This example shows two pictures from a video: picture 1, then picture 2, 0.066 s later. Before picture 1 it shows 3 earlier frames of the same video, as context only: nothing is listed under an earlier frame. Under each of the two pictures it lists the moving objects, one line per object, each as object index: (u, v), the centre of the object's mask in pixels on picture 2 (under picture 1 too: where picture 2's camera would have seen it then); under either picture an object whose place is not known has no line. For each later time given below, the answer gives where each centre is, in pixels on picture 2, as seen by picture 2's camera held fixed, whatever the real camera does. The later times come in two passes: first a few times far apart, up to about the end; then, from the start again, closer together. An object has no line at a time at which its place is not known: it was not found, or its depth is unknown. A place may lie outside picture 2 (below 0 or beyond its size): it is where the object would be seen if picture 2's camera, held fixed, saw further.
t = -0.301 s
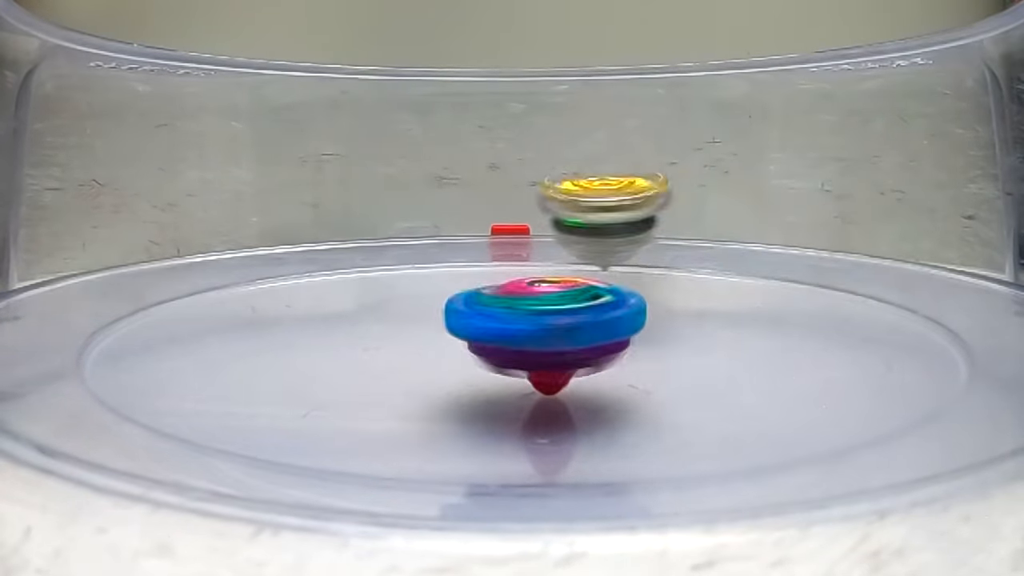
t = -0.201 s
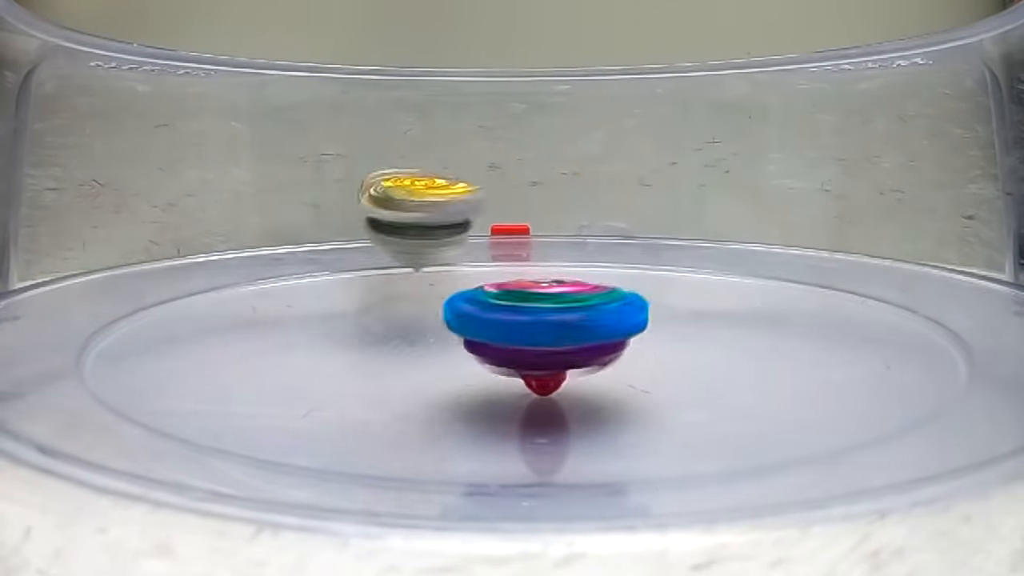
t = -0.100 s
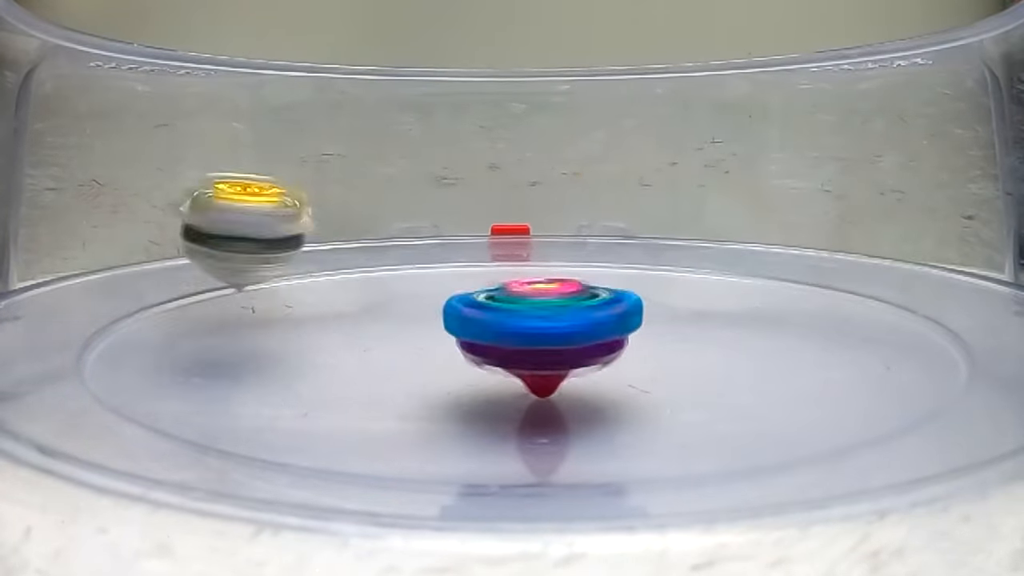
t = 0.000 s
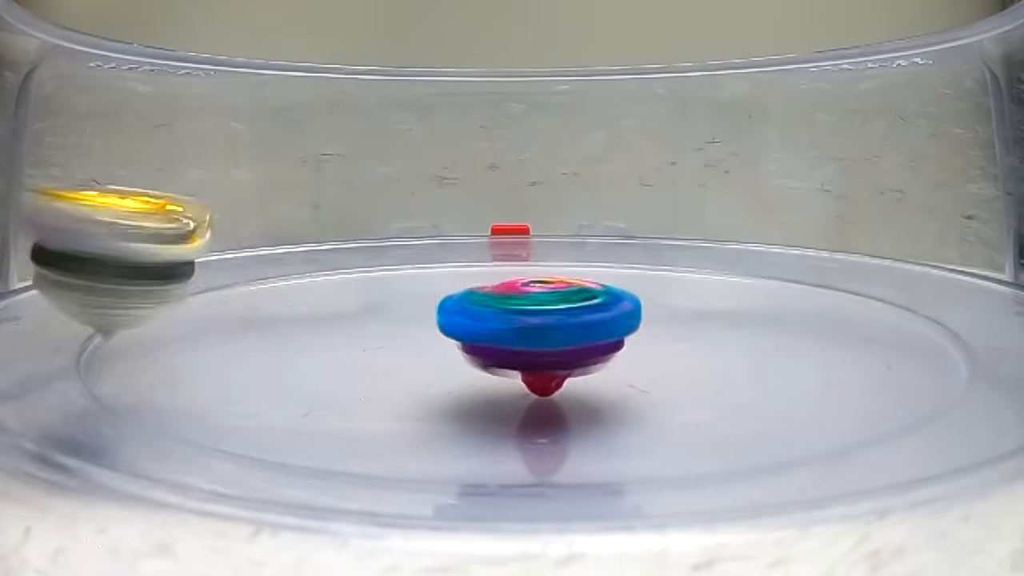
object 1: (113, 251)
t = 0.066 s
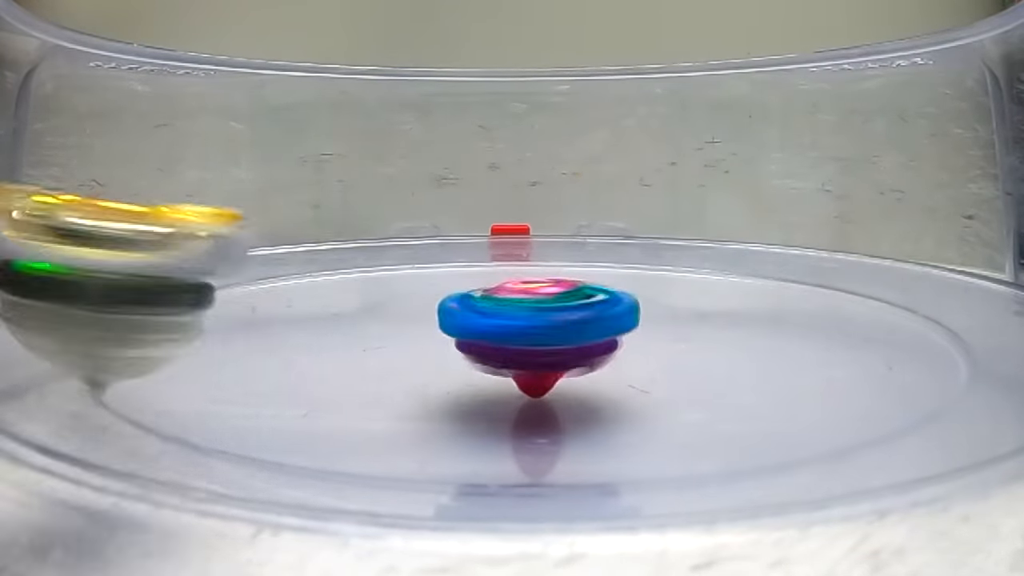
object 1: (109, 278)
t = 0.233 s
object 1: (781, 304)
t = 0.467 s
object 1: (840, 230)
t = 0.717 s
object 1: (405, 216)
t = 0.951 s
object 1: (97, 265)
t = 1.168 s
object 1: (827, 299)
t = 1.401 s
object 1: (812, 229)
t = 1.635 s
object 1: (400, 216)
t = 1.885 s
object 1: (100, 272)
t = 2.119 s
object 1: (899, 292)
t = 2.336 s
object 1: (799, 226)
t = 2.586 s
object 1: (365, 218)
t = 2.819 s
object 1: (103, 276)
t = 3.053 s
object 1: (899, 289)
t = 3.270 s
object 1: (798, 225)
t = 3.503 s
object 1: (390, 217)
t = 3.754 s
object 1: (100, 271)
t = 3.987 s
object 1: (894, 295)
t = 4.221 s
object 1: (796, 225)
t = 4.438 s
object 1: (435, 214)
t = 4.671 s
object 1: (108, 257)
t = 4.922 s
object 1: (792, 303)
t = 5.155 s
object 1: (850, 232)
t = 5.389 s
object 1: (475, 213)
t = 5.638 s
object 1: (113, 251)
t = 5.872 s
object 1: (684, 306)
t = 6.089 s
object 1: (902, 241)
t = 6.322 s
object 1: (558, 215)
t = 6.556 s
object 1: (180, 234)
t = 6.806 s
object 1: (430, 312)
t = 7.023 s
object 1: (940, 259)
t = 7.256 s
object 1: (646, 215)
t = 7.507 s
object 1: (233, 226)
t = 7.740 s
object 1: (189, 295)
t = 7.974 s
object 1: (936, 276)
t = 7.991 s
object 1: (939, 267)
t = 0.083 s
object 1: (123, 286)
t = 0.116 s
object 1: (202, 297)
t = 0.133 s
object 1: (256, 304)
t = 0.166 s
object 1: (423, 311)
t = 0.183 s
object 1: (519, 313)
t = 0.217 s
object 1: (691, 309)
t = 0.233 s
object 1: (781, 304)
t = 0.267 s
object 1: (876, 294)
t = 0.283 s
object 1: (909, 288)
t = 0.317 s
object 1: (933, 278)
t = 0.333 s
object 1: (940, 270)
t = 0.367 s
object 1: (941, 258)
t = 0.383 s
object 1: (934, 251)
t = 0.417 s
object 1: (904, 242)
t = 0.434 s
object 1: (884, 238)
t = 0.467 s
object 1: (840, 230)
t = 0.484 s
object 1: (813, 227)
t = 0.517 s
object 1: (763, 223)
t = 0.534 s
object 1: (732, 220)
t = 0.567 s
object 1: (678, 217)
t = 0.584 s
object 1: (646, 215)
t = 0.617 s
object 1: (588, 214)
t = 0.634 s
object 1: (555, 212)
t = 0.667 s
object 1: (495, 213)
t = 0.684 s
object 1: (464, 213)
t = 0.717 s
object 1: (405, 216)
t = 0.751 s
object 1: (342, 220)
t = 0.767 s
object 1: (315, 221)
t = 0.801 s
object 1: (257, 226)
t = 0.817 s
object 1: (232, 228)
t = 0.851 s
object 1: (179, 235)
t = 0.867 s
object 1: (160, 240)
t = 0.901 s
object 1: (122, 248)
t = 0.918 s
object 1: (109, 255)
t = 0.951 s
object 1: (97, 265)
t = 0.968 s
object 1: (99, 275)
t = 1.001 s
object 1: (132, 285)
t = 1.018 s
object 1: (159, 292)
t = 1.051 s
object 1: (250, 301)
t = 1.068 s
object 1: (337, 309)
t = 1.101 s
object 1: (500, 309)
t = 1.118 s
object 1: (592, 312)
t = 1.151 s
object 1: (773, 305)
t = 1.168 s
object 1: (827, 299)
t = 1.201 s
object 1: (904, 290)
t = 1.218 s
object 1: (926, 286)
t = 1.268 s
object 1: (941, 265)
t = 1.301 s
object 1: (935, 251)
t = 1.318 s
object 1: (919, 248)
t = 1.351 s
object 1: (884, 238)
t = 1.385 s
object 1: (836, 230)
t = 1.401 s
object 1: (812, 229)
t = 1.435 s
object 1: (758, 221)
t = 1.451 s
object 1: (732, 221)
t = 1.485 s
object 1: (675, 216)
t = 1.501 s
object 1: (644, 215)
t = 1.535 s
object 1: (585, 213)
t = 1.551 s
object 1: (554, 214)
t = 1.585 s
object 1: (494, 215)
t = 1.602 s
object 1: (462, 214)
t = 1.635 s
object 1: (400, 216)
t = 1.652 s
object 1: (373, 218)
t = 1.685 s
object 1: (312, 220)
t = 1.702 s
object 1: (283, 223)
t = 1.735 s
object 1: (230, 228)
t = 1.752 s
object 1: (204, 230)
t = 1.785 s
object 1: (161, 239)
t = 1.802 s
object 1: (139, 243)
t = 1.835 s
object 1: (111, 256)
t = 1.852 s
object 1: (100, 257)
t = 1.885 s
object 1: (100, 272)
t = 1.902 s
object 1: (108, 279)
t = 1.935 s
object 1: (151, 291)
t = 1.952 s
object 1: (200, 297)
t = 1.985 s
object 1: (313, 304)
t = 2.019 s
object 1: (490, 316)
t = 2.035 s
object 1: (593, 310)
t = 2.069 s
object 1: (750, 305)
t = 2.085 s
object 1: (810, 300)
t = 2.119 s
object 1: (899, 292)
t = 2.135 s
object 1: (922, 286)
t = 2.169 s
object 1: (934, 274)
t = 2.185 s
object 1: (940, 266)
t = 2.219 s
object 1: (937, 254)
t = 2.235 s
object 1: (925, 248)
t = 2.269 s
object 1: (888, 239)
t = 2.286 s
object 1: (870, 237)
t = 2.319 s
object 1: (825, 228)
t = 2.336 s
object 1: (799, 226)
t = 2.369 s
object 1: (749, 221)
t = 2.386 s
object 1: (720, 219)
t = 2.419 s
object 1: (661, 217)
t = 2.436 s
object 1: (634, 215)
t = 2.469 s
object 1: (574, 214)
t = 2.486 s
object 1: (540, 213)
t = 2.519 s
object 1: (485, 215)
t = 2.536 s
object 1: (453, 213)
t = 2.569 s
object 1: (391, 215)
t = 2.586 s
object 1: (365, 218)
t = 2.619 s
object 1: (304, 220)
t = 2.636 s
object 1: (274, 223)
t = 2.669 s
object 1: (225, 228)
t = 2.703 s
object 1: (173, 235)
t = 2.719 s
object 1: (152, 240)
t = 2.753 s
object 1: (121, 249)
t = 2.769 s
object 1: (104, 254)
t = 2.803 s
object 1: (98, 266)
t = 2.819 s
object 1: (103, 276)
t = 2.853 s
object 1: (128, 284)
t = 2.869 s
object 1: (161, 293)
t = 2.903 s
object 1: (271, 304)
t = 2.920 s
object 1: (344, 306)
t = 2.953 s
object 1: (504, 311)
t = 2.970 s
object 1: (592, 310)
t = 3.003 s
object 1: (772, 304)
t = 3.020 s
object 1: (833, 299)
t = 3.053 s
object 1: (899, 289)
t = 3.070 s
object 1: (915, 287)
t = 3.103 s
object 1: (937, 272)
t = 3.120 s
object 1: (942, 267)
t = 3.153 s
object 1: (939, 254)
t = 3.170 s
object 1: (925, 248)
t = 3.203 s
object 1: (889, 240)
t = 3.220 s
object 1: (868, 236)
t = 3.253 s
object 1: (824, 229)
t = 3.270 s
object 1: (798, 225)
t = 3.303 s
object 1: (742, 221)
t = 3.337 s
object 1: (692, 216)
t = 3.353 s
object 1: (661, 215)
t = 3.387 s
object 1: (601, 214)
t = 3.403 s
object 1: (570, 216)
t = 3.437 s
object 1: (514, 214)
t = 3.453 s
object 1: (483, 214)
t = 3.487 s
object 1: (422, 214)
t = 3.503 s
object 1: (390, 217)
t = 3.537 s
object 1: (336, 220)
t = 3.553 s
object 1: (307, 220)
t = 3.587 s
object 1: (250, 225)
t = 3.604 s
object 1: (226, 229)
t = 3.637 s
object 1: (179, 235)
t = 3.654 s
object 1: (157, 240)
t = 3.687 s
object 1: (123, 248)
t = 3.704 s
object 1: (106, 254)
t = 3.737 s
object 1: (96, 265)
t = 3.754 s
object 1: (100, 271)
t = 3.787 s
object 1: (128, 285)
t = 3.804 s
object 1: (157, 289)
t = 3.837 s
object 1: (246, 303)
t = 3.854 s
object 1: (302, 303)
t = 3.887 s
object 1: (461, 308)
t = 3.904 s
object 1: (553, 314)
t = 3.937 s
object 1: (738, 309)
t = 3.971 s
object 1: (857, 295)
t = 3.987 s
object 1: (894, 295)
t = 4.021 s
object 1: (926, 282)
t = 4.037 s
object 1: (934, 273)
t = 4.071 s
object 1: (943, 266)
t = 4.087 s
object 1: (940, 257)
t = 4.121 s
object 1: (919, 248)
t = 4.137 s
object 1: (906, 245)
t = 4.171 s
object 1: (865, 233)
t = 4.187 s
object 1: (844, 231)
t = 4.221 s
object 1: (796, 225)
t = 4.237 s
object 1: (769, 223)
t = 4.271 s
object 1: (719, 219)
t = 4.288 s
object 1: (692, 216)
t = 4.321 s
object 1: (634, 213)
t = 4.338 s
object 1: (605, 214)
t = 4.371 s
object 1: (546, 214)
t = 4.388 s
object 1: (519, 215)
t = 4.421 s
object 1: (462, 214)
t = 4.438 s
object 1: (435, 214)
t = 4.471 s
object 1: (376, 216)
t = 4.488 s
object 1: (347, 217)
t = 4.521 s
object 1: (294, 222)
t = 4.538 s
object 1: (269, 225)
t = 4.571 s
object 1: (218, 230)
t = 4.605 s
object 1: (170, 236)
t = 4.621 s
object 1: (151, 240)
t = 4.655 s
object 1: (118, 250)
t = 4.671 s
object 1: (108, 257)
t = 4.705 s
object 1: (97, 266)
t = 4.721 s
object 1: (100, 273)
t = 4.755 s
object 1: (126, 285)
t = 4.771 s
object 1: (157, 291)
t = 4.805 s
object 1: (249, 302)
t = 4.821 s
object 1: (318, 304)
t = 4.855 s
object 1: (481, 310)
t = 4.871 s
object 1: (569, 310)
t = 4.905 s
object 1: (729, 305)
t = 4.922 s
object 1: (792, 303)
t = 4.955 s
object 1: (885, 292)
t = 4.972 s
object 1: (909, 288)
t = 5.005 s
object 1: (935, 280)
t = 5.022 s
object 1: (941, 270)
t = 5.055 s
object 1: (940, 257)
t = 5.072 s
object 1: (937, 252)
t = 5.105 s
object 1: (909, 245)
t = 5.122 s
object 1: (891, 240)
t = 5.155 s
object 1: (850, 232)
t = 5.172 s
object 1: (827, 228)
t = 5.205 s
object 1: (779, 222)
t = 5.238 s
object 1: (726, 219)
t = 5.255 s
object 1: (700, 218)
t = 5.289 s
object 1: (646, 216)
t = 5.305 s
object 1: (619, 215)
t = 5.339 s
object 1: (562, 214)
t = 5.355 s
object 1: (532, 214)
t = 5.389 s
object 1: (475, 213)
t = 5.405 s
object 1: (448, 214)
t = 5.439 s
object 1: (391, 216)
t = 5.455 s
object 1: (360, 216)
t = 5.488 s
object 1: (307, 222)
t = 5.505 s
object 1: (282, 223)
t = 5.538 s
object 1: (232, 228)
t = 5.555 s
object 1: (207, 231)
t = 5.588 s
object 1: (164, 239)
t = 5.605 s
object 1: (144, 242)
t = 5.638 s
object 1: (113, 251)
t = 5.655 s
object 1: (103, 256)
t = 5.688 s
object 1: (100, 268)
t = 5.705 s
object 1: (105, 276)
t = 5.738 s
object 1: (140, 289)
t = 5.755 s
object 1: (177, 293)
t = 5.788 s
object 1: (279, 303)
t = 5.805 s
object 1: (348, 306)
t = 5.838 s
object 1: (513, 308)
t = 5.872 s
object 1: (684, 306)
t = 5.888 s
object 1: (756, 303)
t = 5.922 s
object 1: (864, 296)
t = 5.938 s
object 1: (896, 290)
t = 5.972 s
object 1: (930, 280)
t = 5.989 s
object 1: (939, 275)
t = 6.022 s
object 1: (942, 264)
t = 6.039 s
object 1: (939, 256)
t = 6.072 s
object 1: (919, 246)
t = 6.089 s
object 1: (902, 241)
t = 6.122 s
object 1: (864, 233)
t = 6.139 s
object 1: (844, 231)
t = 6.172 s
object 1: (796, 225)
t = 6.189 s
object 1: (771, 223)
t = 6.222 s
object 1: (719, 218)
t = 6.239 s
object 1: (694, 218)
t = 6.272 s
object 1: (640, 216)
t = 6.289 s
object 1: (613, 215)
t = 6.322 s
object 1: (558, 215)
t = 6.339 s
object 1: (530, 215)
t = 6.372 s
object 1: (474, 213)
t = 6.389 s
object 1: (445, 214)
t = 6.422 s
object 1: (388, 215)
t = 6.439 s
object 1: (359, 216)
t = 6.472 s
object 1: (305, 219)
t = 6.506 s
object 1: (252, 224)
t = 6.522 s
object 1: (228, 227)
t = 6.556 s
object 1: (180, 234)
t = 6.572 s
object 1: (160, 238)
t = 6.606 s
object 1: (126, 247)
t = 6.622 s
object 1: (114, 252)
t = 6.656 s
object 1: (97, 262)
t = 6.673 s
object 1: (97, 269)
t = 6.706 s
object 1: (118, 281)
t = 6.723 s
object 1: (144, 286)
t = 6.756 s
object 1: (221, 300)
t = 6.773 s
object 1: (274, 303)
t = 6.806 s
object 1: (430, 312)
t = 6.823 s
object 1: (518, 312)
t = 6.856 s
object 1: (689, 308)
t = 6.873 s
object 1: (764, 305)
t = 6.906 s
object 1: (865, 298)
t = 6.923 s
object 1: (897, 294)
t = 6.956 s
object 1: (929, 283)
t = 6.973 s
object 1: (936, 276)
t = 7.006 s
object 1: (942, 264)
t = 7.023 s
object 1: (940, 259)
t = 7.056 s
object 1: (922, 247)
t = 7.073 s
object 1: (904, 242)
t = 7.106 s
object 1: (867, 234)
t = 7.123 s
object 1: (846, 231)
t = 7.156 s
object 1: (801, 225)
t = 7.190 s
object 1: (753, 221)
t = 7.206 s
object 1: (726, 218)
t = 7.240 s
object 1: (672, 216)
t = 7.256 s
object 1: (646, 215)
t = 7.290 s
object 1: (589, 214)
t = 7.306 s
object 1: (561, 212)
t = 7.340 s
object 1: (505, 212)
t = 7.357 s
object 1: (477, 213)
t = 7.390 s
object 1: (421, 214)
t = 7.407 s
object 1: (393, 215)
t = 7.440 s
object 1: (338, 217)
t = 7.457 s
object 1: (311, 219)
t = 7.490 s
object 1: (257, 224)
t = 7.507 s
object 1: (233, 226)
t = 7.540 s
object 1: (188, 233)
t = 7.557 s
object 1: (167, 237)
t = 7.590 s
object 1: (131, 246)
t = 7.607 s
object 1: (117, 250)
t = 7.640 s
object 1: (100, 260)
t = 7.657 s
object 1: (97, 266)
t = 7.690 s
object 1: (110, 279)
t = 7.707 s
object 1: (126, 283)
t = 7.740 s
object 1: (189, 295)
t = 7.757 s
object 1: (236, 299)
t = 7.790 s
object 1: (376, 307)
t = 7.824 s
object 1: (552, 310)
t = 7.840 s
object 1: (642, 308)
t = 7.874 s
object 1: (785, 303)
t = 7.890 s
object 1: (838, 299)
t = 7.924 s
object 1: (904, 292)
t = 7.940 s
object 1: (919, 287)
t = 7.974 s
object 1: (936, 276)
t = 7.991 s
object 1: (939, 267)
